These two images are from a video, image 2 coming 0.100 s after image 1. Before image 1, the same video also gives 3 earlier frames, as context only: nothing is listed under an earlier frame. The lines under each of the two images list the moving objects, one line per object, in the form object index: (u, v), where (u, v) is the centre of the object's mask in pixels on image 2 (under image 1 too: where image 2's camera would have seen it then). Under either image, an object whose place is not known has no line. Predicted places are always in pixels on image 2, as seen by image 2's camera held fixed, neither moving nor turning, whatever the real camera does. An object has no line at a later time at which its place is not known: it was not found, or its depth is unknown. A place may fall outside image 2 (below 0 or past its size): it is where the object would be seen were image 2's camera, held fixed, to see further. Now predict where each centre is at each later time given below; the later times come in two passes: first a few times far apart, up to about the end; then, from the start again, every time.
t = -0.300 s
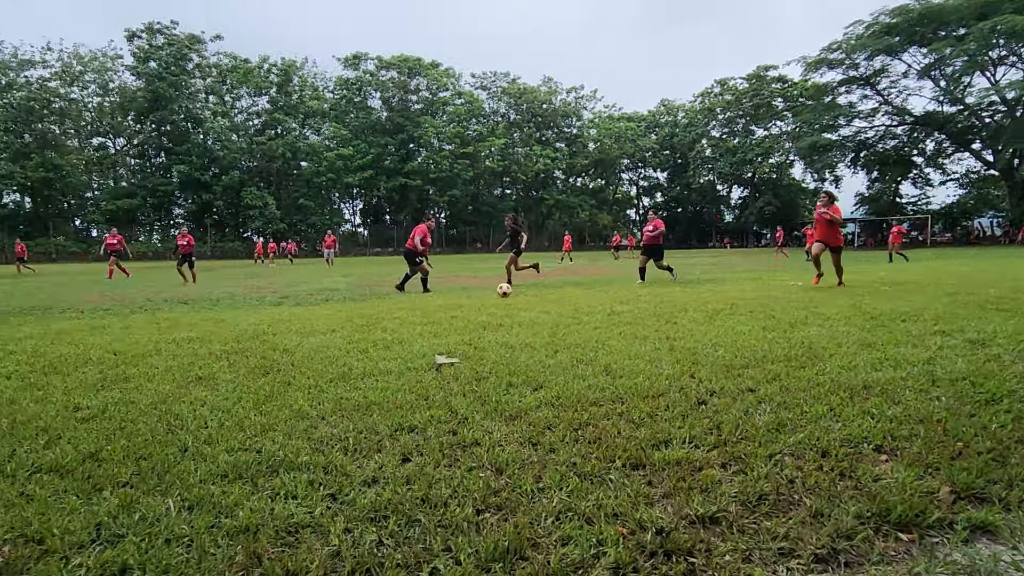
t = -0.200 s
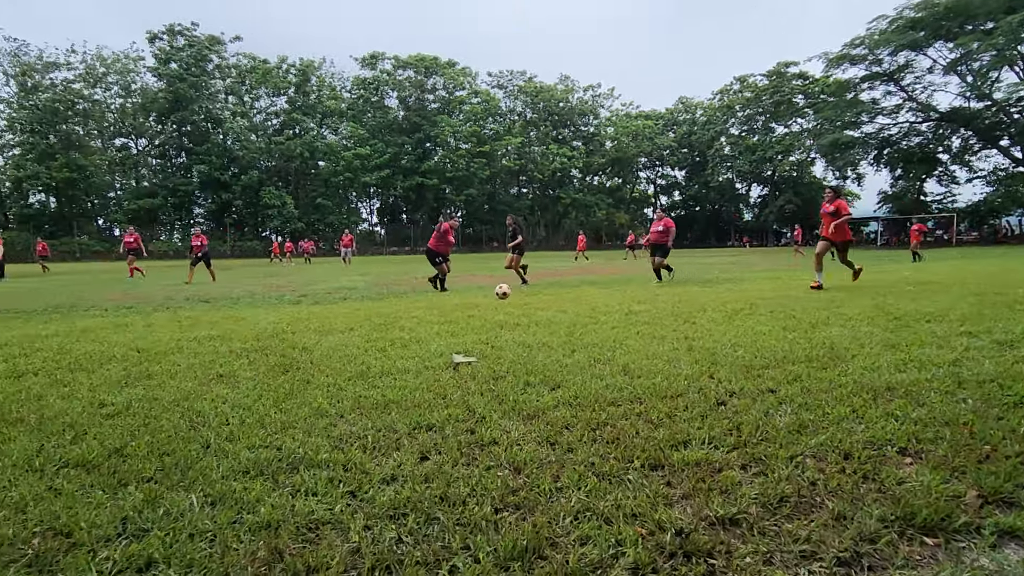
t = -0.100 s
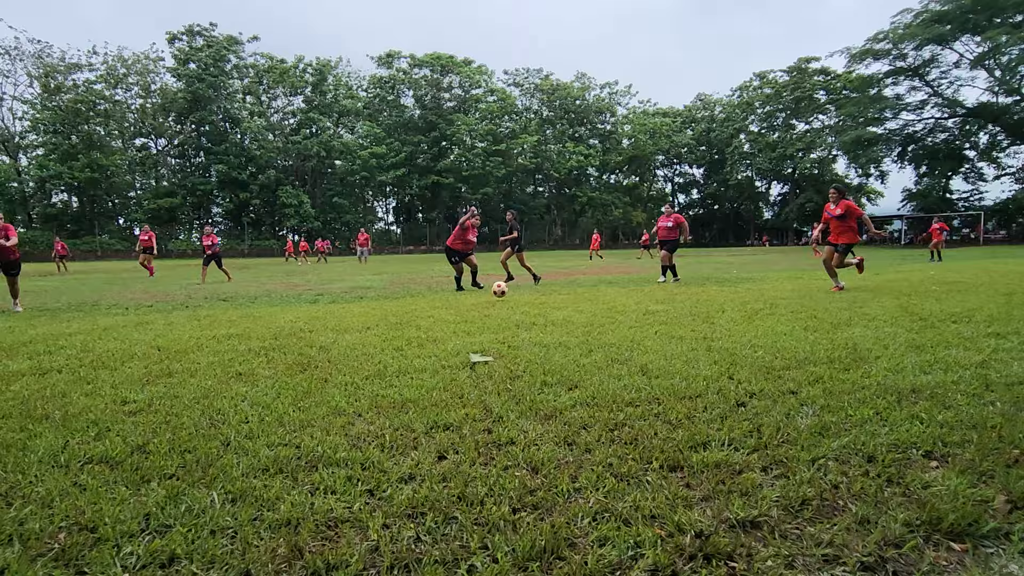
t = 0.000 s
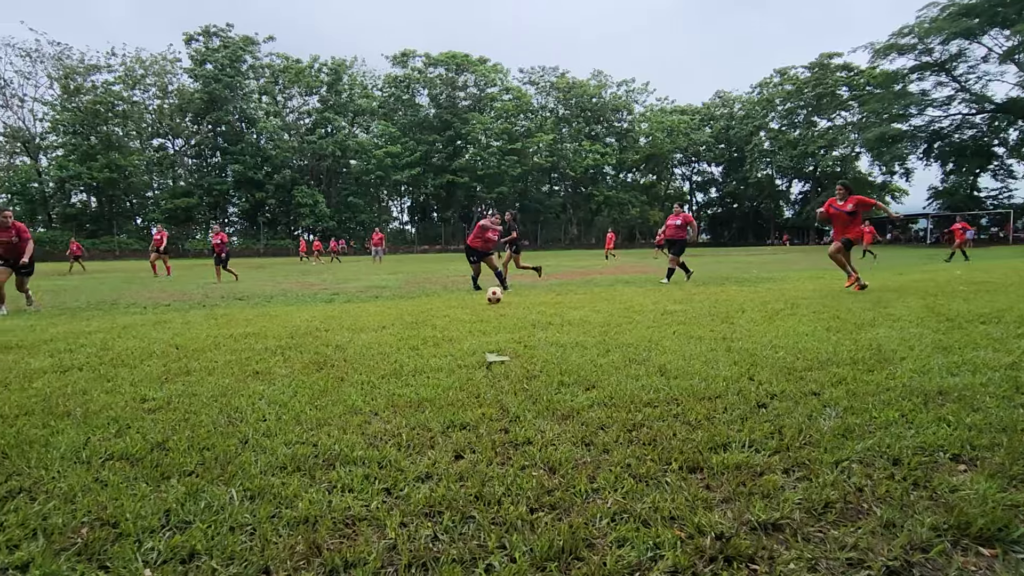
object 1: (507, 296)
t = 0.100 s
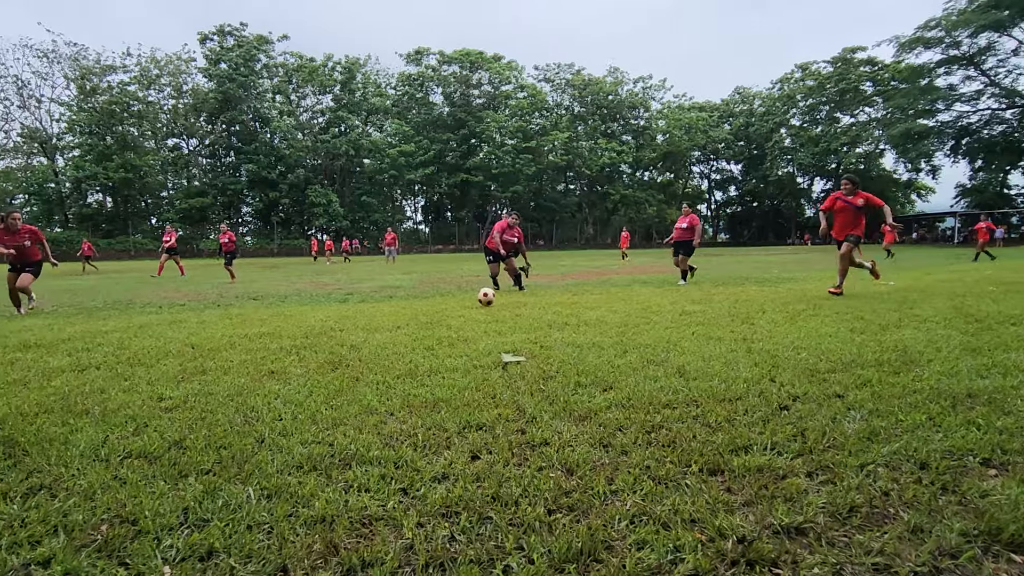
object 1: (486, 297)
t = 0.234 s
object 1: (455, 300)
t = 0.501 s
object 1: (378, 316)
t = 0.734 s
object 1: (291, 329)
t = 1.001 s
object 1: (162, 345)
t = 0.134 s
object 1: (479, 297)
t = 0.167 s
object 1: (471, 297)
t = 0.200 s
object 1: (463, 298)
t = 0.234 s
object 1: (455, 300)
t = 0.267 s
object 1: (446, 304)
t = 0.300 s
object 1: (437, 307)
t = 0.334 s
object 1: (428, 309)
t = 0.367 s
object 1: (418, 309)
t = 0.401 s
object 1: (409, 310)
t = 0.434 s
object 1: (400, 312)
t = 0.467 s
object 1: (389, 313)
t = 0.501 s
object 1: (378, 316)
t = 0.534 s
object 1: (367, 318)
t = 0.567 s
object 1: (355, 320)
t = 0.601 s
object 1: (343, 320)
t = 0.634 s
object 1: (331, 322)
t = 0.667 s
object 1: (317, 324)
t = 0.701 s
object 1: (304, 326)
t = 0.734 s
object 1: (291, 329)
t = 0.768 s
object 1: (276, 330)
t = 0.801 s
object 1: (261, 332)
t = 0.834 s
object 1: (245, 335)
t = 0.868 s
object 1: (229, 338)
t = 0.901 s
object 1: (214, 341)
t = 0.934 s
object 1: (196, 342)
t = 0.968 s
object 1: (179, 344)
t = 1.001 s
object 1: (162, 345)
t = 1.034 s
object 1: (143, 349)
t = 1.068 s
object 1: (124, 352)
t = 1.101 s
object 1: (104, 357)
